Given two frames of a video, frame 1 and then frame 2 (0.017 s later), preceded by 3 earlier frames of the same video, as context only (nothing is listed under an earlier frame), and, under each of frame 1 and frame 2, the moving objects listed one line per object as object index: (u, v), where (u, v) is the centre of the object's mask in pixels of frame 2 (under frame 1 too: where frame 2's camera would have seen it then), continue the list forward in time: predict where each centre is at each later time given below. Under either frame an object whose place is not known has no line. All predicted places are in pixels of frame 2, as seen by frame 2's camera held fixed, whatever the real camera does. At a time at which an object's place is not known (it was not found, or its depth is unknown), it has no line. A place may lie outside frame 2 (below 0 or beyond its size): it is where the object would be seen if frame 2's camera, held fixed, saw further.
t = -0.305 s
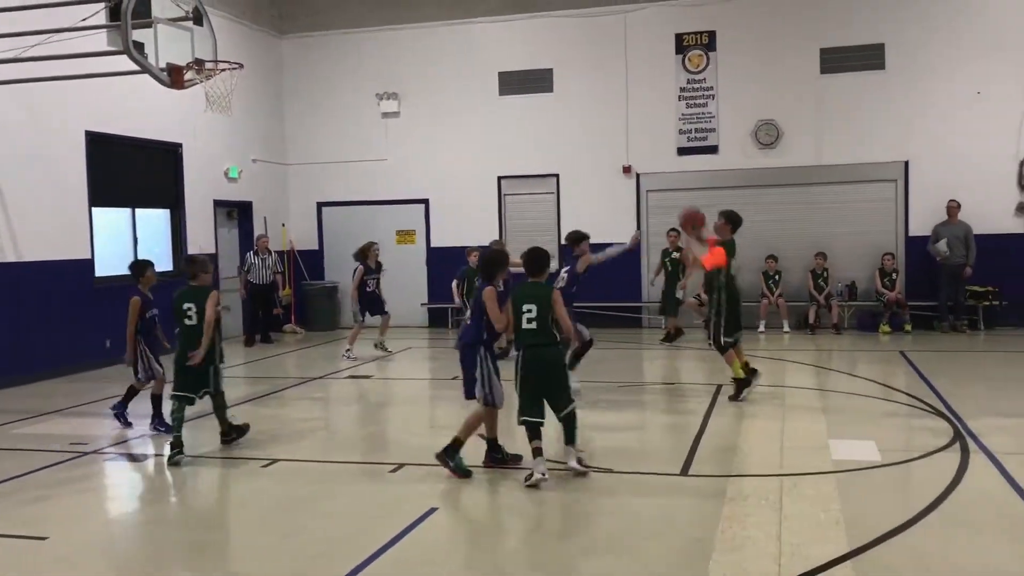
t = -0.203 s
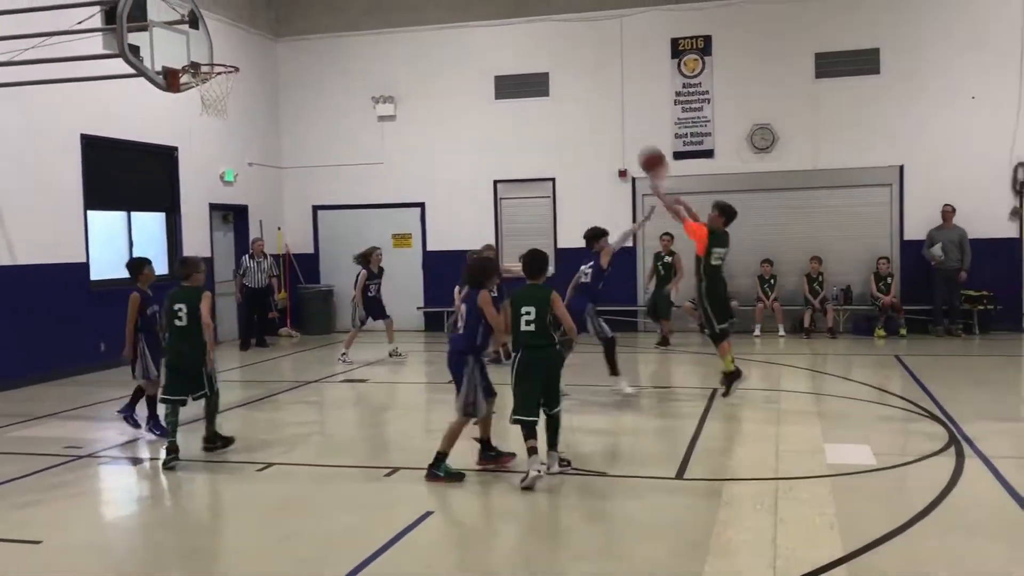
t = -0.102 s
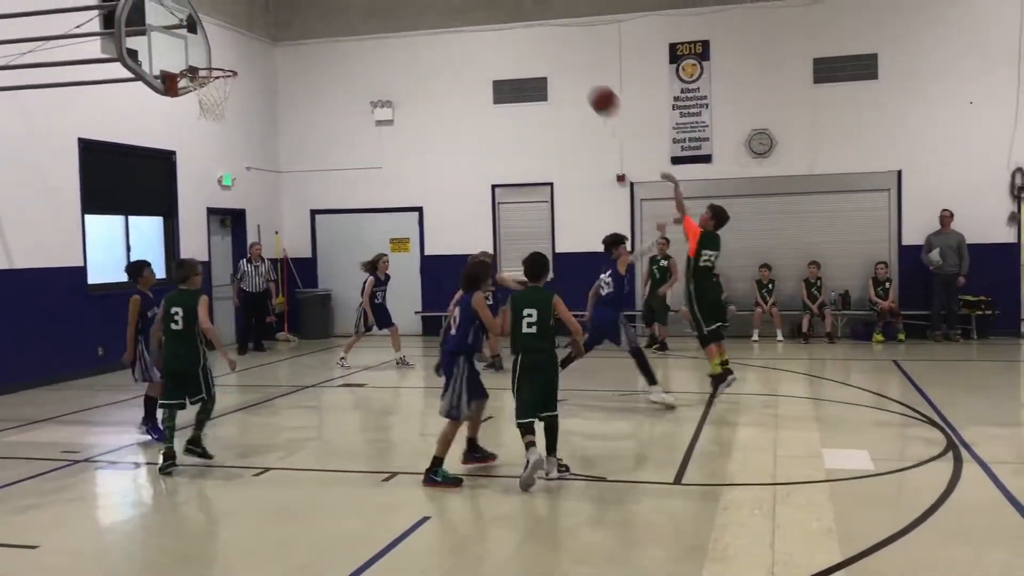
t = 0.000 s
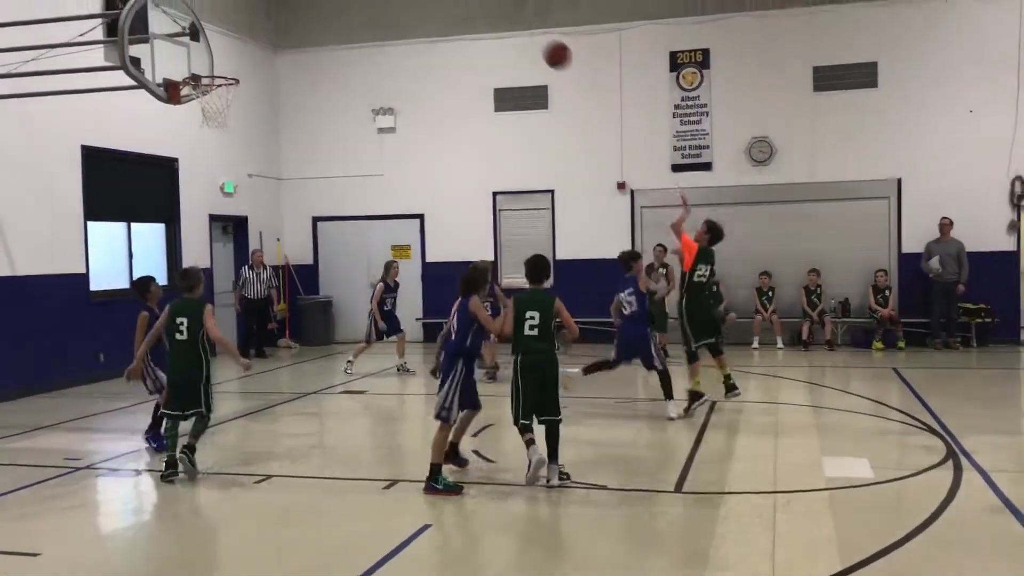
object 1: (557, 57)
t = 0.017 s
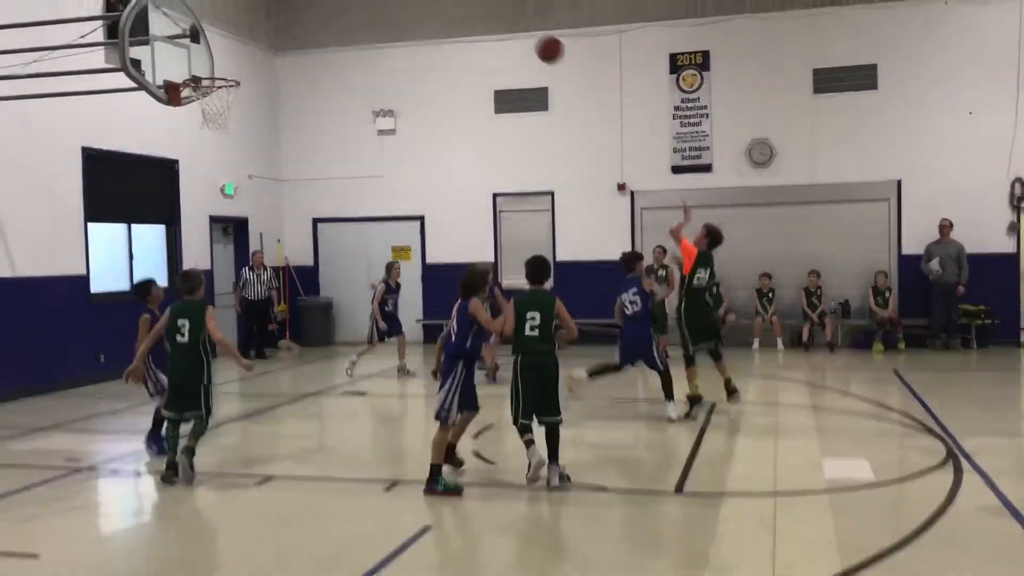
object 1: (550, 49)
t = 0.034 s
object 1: (542, 43)
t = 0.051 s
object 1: (534, 35)
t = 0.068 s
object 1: (526, 29)
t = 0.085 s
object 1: (520, 24)
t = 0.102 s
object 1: (512, 18)
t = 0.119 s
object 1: (504, 12)
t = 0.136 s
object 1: (497, 7)
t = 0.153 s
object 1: (489, 1)
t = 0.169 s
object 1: (481, -3)
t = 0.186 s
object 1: (474, -7)
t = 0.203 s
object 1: (467, -11)
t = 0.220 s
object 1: (458, -16)
